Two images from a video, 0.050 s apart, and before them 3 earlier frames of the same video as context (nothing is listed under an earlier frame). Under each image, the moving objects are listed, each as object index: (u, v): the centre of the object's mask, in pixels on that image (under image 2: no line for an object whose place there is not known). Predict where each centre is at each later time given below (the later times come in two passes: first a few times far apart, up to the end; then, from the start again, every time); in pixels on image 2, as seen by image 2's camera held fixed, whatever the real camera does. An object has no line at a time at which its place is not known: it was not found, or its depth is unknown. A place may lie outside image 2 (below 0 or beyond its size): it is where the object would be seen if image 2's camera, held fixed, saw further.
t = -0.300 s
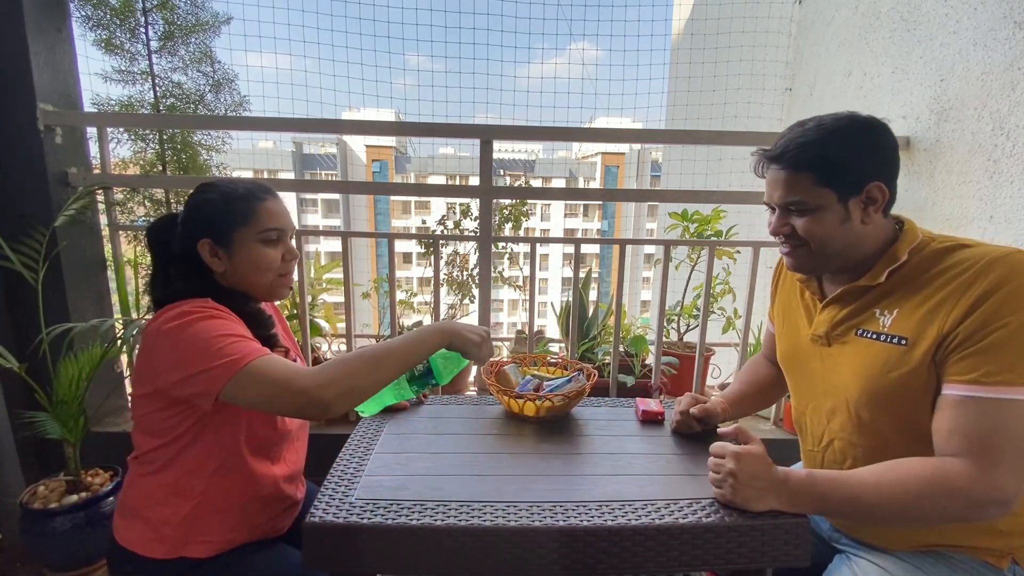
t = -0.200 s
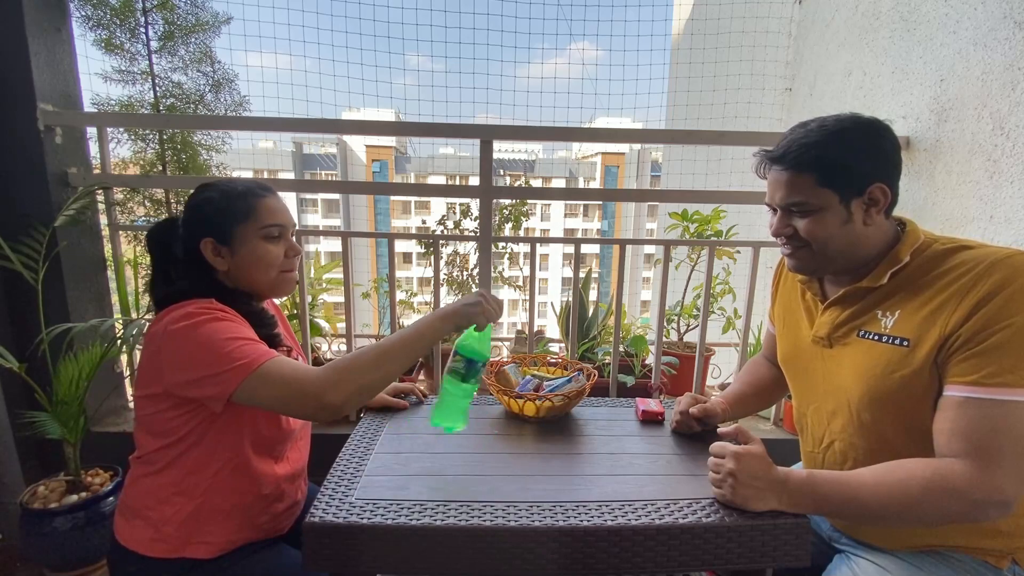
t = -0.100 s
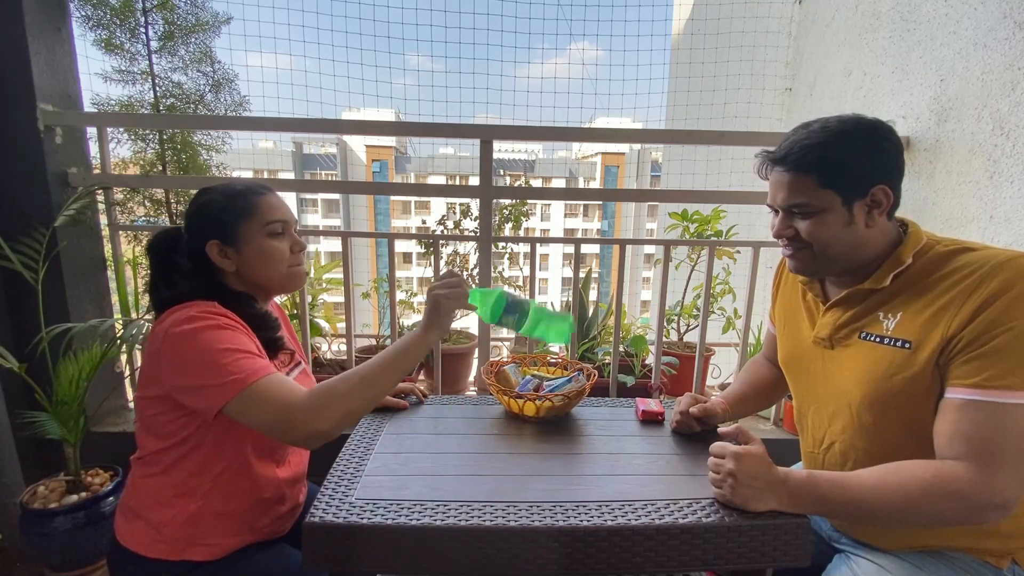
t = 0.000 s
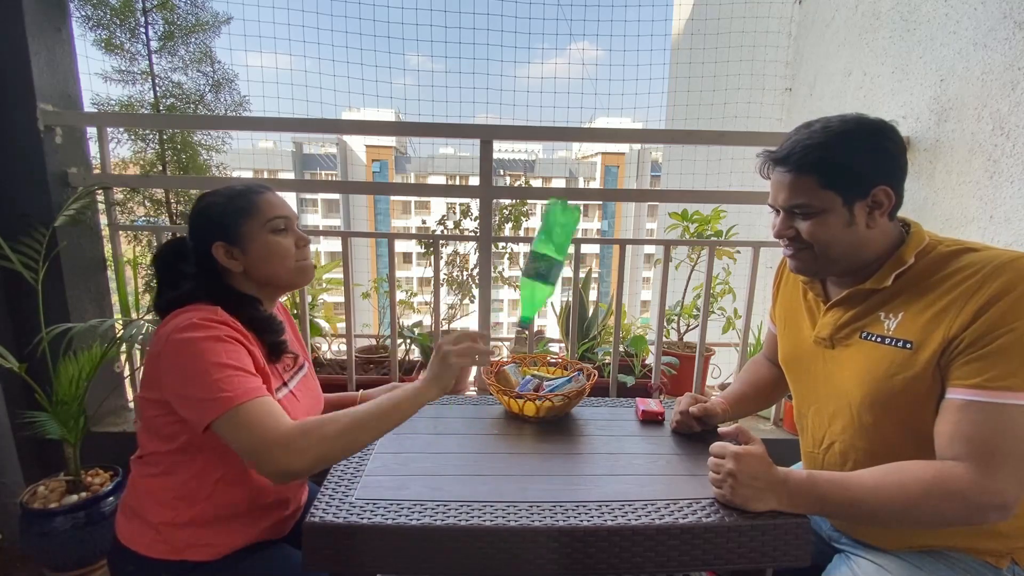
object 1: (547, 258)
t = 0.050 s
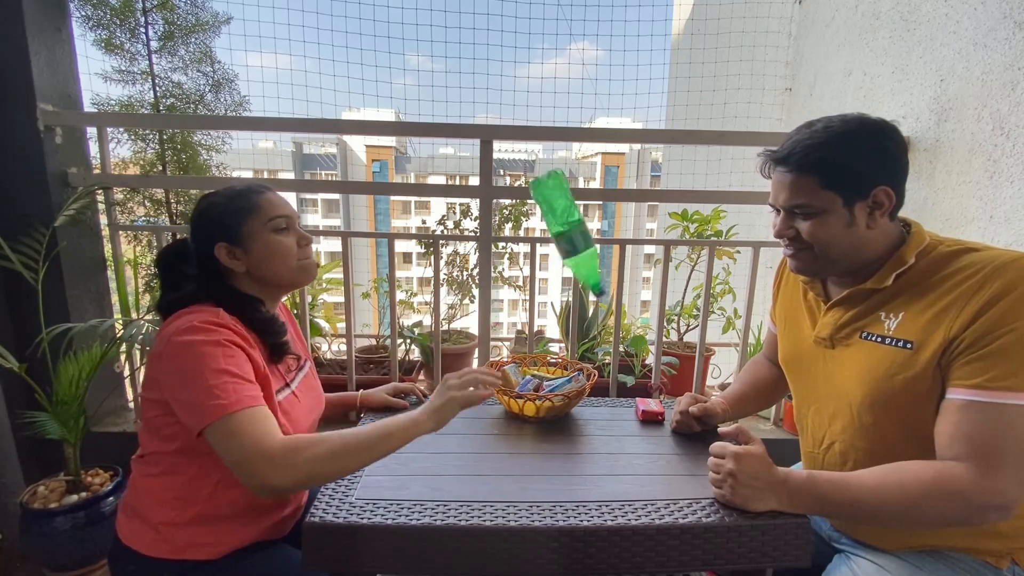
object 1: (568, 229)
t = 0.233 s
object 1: (561, 199)
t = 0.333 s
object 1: (542, 286)
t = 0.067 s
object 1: (573, 217)
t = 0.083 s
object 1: (577, 206)
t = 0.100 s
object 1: (579, 197)
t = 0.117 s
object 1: (579, 189)
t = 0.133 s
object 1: (579, 184)
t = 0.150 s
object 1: (577, 181)
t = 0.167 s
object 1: (574, 180)
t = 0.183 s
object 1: (570, 181)
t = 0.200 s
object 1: (567, 185)
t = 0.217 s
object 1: (564, 191)
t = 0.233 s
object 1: (561, 199)
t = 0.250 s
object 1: (558, 209)
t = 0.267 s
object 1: (555, 220)
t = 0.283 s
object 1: (552, 233)
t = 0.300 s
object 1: (548, 249)
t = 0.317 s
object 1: (545, 265)
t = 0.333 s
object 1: (542, 286)
